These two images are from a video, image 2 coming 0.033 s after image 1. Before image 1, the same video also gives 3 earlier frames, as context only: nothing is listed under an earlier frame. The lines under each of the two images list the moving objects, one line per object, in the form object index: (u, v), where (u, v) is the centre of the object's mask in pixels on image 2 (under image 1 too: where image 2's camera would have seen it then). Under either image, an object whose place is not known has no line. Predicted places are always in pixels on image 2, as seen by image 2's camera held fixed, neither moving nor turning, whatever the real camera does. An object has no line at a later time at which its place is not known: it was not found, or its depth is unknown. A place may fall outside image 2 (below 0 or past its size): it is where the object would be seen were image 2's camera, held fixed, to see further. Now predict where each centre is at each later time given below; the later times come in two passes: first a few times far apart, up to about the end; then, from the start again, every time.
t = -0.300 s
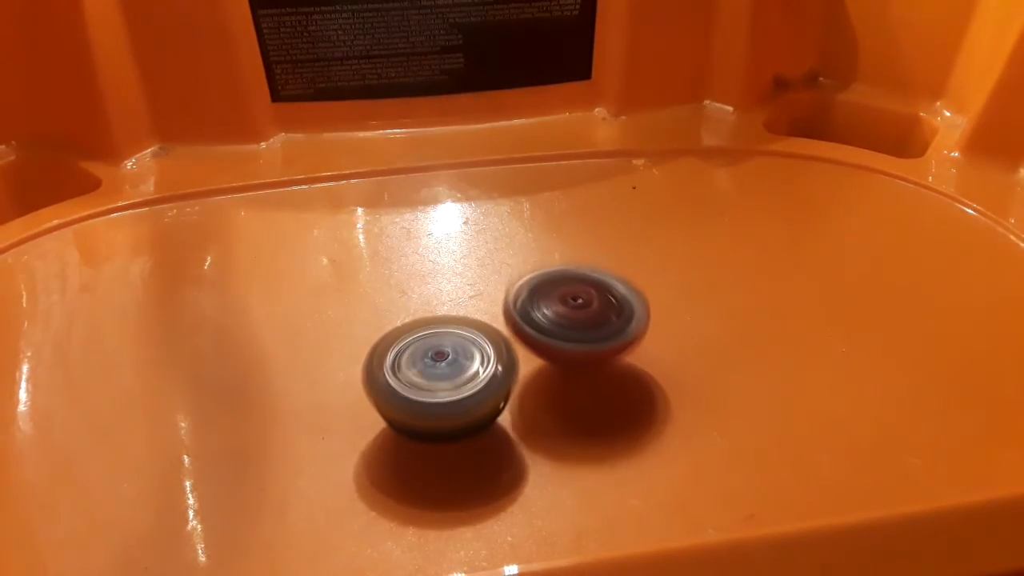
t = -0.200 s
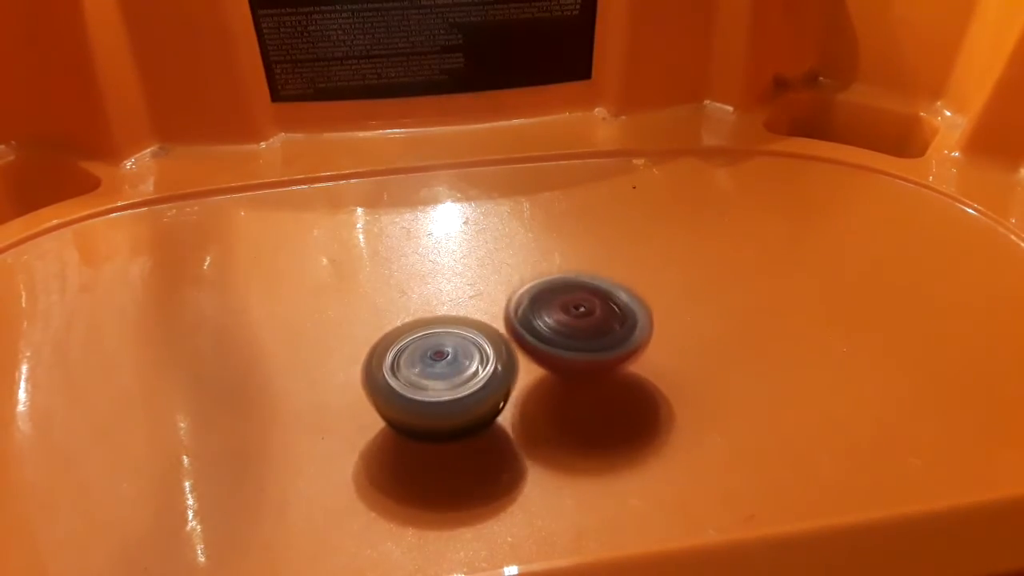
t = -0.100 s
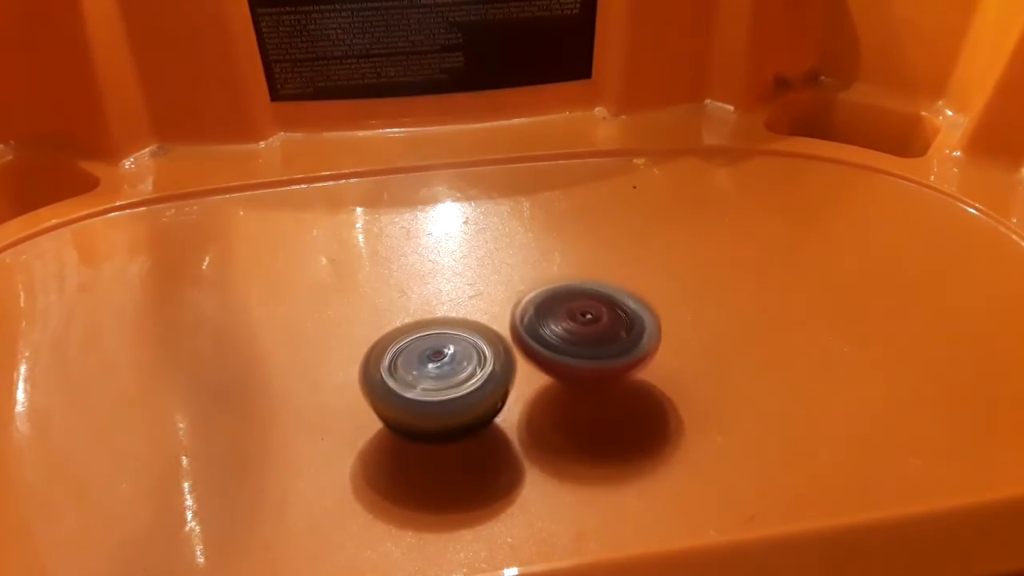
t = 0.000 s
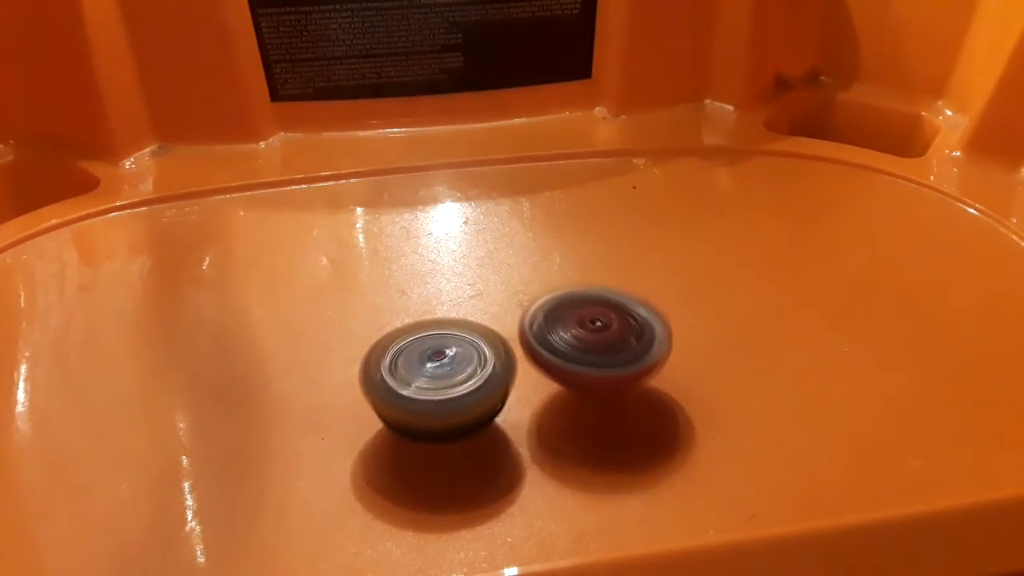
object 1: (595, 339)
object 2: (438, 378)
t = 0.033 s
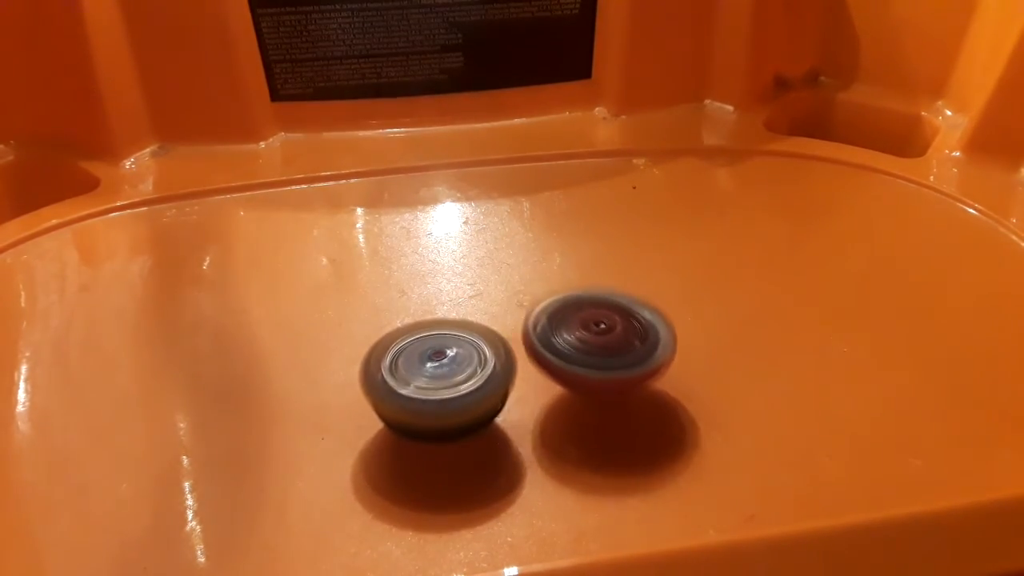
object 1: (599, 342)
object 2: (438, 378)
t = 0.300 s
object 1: (602, 364)
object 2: (439, 377)
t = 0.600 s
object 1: (596, 371)
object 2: (431, 372)
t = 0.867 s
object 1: (579, 363)
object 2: (417, 362)
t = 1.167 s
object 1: (582, 338)
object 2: (405, 349)
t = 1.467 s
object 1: (564, 322)
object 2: (410, 345)
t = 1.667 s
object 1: (557, 317)
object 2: (404, 345)
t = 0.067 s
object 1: (602, 344)
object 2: (439, 378)
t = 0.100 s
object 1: (603, 347)
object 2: (439, 378)
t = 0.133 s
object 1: (602, 351)
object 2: (439, 378)
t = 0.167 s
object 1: (601, 354)
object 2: (439, 378)
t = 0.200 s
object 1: (600, 358)
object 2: (439, 378)
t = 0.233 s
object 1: (600, 360)
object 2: (439, 378)
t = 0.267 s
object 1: (601, 362)
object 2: (438, 377)
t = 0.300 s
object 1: (602, 364)
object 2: (439, 377)
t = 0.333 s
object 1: (603, 366)
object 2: (439, 377)
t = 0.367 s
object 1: (604, 368)
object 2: (439, 377)
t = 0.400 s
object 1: (604, 369)
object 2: (439, 376)
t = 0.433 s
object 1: (604, 371)
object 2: (438, 376)
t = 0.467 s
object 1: (603, 371)
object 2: (437, 376)
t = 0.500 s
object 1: (601, 372)
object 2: (436, 375)
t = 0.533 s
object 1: (600, 372)
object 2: (434, 374)
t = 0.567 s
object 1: (598, 371)
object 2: (433, 373)
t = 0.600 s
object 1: (596, 371)
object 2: (431, 372)
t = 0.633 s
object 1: (593, 370)
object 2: (429, 371)
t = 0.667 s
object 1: (590, 370)
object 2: (428, 370)
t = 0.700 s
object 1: (590, 368)
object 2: (423, 368)
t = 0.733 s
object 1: (588, 367)
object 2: (422, 367)
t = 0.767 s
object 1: (587, 366)
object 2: (420, 366)
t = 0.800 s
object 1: (584, 366)
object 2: (419, 365)
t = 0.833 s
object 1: (582, 364)
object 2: (418, 364)
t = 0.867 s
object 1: (579, 363)
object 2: (417, 362)
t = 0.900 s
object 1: (579, 360)
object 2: (413, 360)
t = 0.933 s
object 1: (579, 357)
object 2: (408, 358)
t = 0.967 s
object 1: (577, 356)
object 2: (406, 356)
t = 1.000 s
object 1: (577, 355)
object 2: (405, 355)
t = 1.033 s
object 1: (578, 352)
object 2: (405, 354)
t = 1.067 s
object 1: (580, 349)
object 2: (404, 353)
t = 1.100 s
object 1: (582, 345)
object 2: (404, 352)
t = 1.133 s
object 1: (582, 341)
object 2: (404, 350)
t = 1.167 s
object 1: (582, 338)
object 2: (405, 349)
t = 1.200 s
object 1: (581, 336)
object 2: (405, 348)
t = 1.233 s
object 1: (580, 334)
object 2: (406, 348)
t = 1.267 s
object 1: (579, 331)
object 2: (406, 347)
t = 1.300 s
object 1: (577, 329)
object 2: (407, 346)
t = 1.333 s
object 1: (574, 328)
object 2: (407, 346)
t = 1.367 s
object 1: (571, 326)
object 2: (408, 345)
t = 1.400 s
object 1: (568, 325)
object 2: (408, 345)
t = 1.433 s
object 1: (566, 323)
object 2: (409, 345)
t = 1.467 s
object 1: (564, 322)
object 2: (410, 345)
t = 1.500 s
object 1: (565, 320)
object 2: (405, 345)
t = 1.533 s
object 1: (563, 319)
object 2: (405, 344)
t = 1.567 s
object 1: (562, 318)
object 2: (404, 345)
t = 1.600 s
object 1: (561, 317)
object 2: (404, 345)
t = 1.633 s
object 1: (559, 317)
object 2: (404, 344)
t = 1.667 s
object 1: (557, 317)
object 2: (404, 345)
